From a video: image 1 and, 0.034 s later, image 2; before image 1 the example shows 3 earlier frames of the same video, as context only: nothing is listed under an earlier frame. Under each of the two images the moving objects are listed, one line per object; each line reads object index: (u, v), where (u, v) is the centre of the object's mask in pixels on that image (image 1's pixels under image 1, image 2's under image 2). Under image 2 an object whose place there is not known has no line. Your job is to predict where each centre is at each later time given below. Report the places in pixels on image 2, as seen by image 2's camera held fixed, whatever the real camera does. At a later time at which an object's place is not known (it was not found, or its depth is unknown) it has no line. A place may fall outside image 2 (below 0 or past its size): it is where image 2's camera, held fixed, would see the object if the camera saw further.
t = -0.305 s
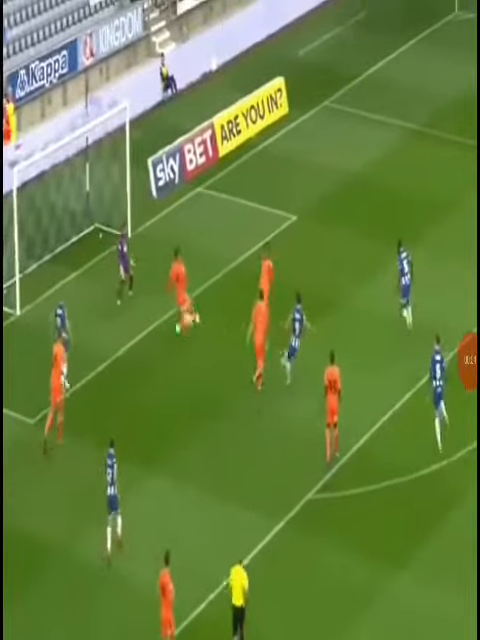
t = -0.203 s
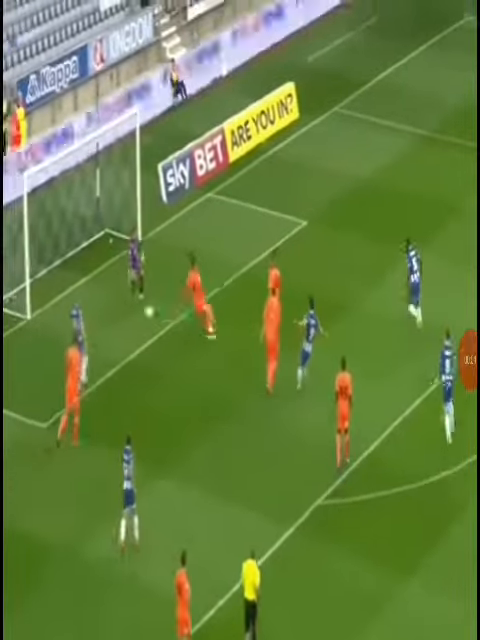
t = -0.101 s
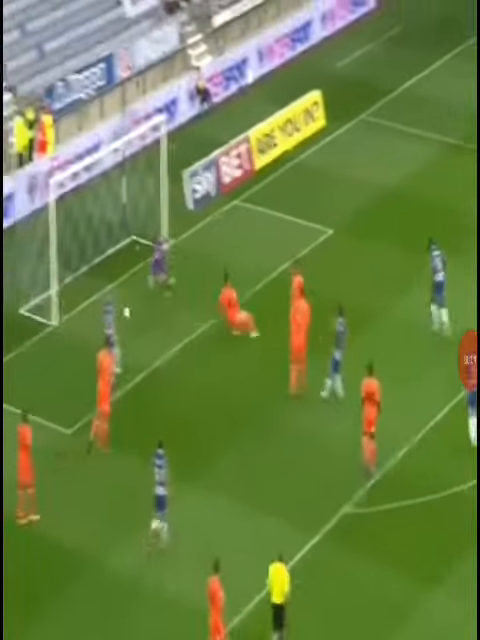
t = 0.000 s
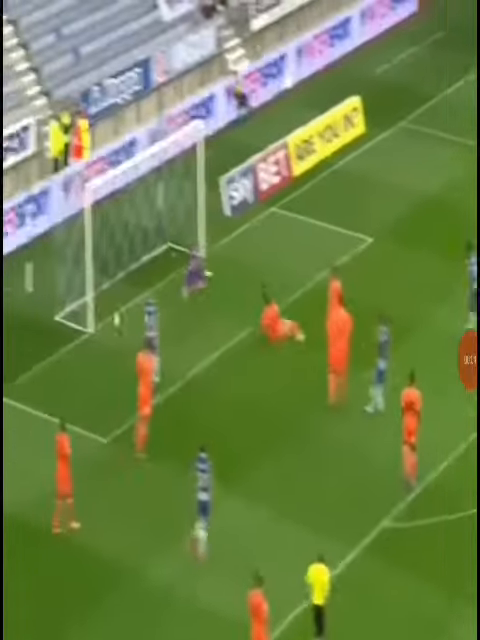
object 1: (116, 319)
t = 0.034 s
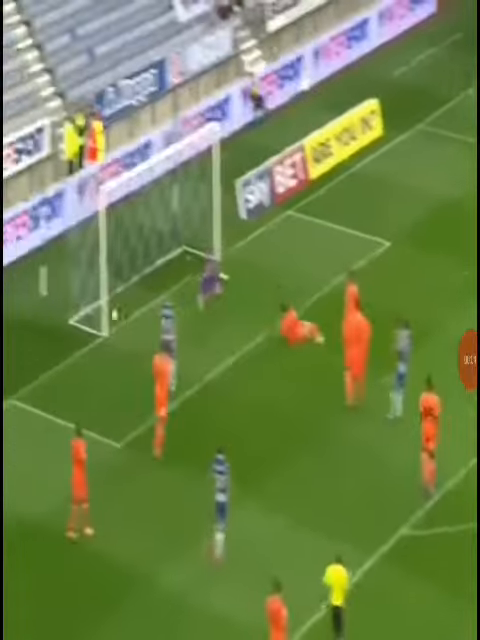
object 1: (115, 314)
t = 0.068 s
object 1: (107, 311)
